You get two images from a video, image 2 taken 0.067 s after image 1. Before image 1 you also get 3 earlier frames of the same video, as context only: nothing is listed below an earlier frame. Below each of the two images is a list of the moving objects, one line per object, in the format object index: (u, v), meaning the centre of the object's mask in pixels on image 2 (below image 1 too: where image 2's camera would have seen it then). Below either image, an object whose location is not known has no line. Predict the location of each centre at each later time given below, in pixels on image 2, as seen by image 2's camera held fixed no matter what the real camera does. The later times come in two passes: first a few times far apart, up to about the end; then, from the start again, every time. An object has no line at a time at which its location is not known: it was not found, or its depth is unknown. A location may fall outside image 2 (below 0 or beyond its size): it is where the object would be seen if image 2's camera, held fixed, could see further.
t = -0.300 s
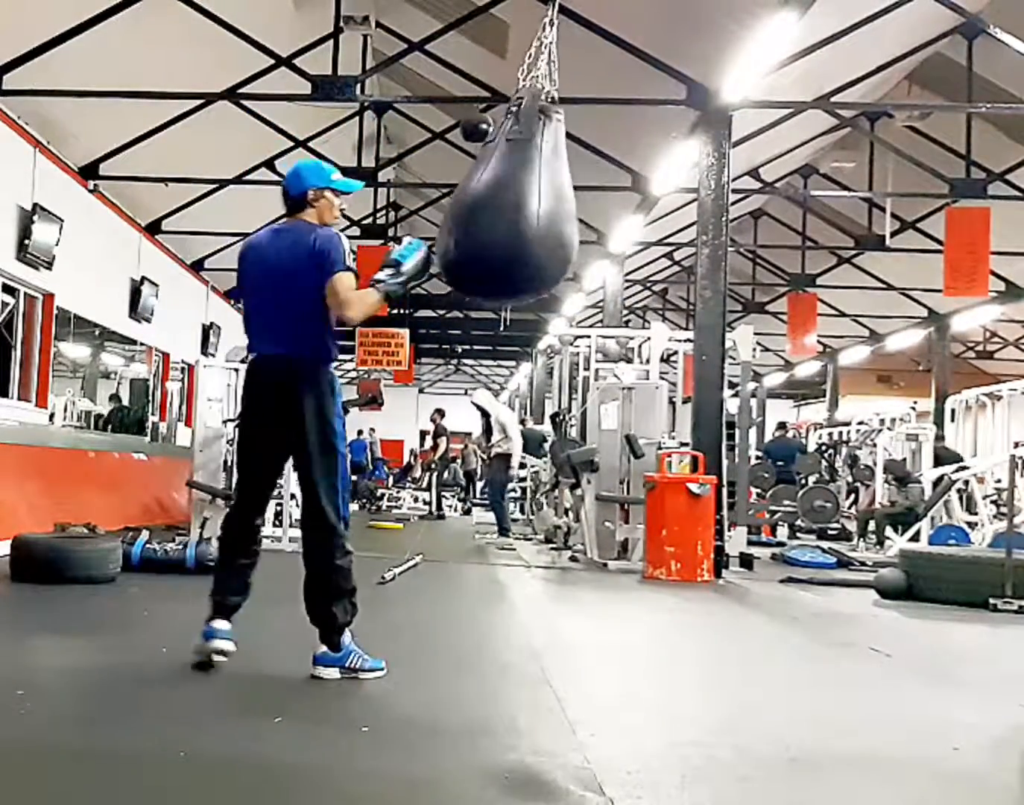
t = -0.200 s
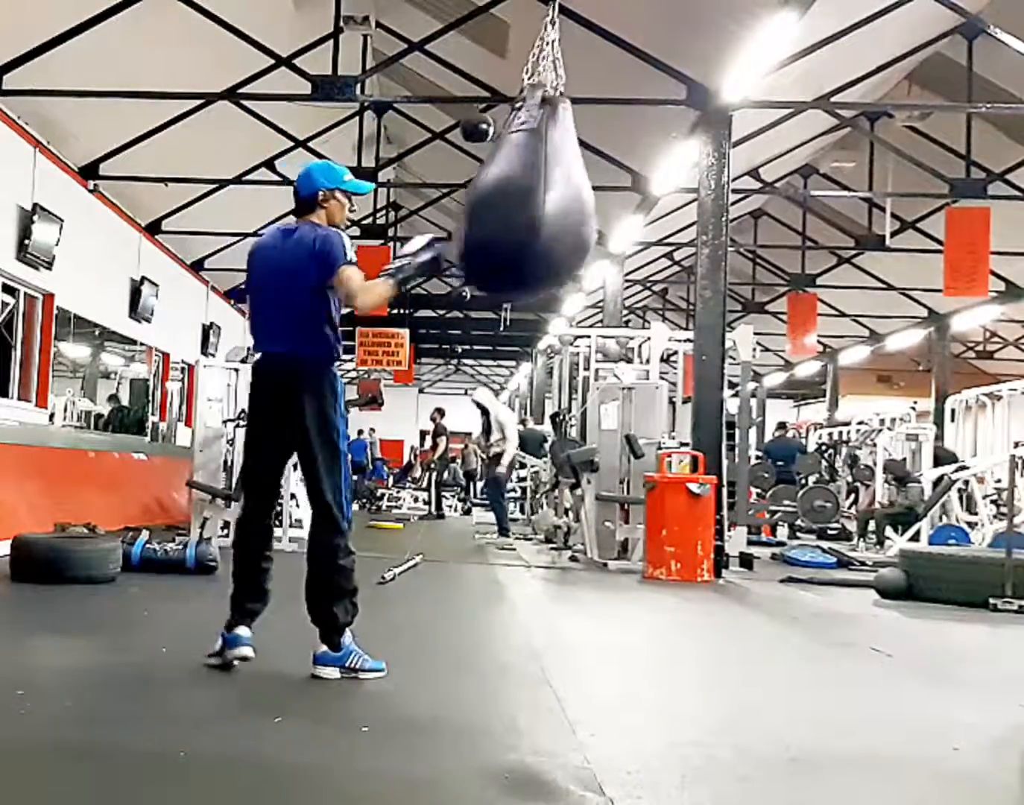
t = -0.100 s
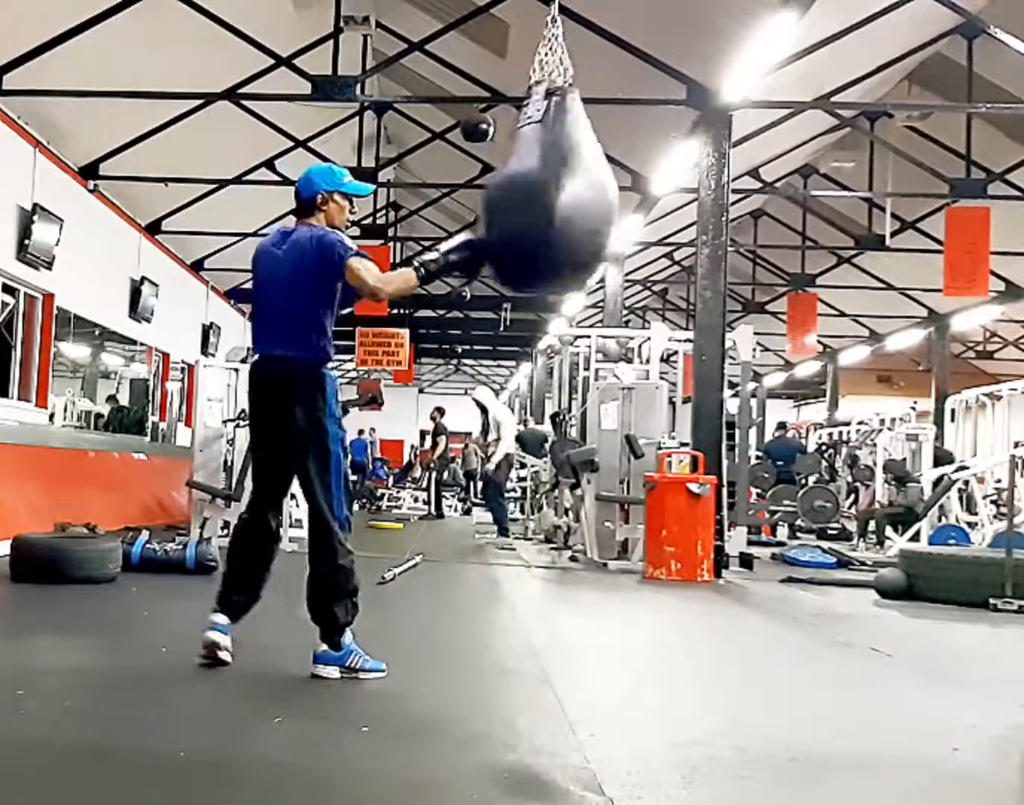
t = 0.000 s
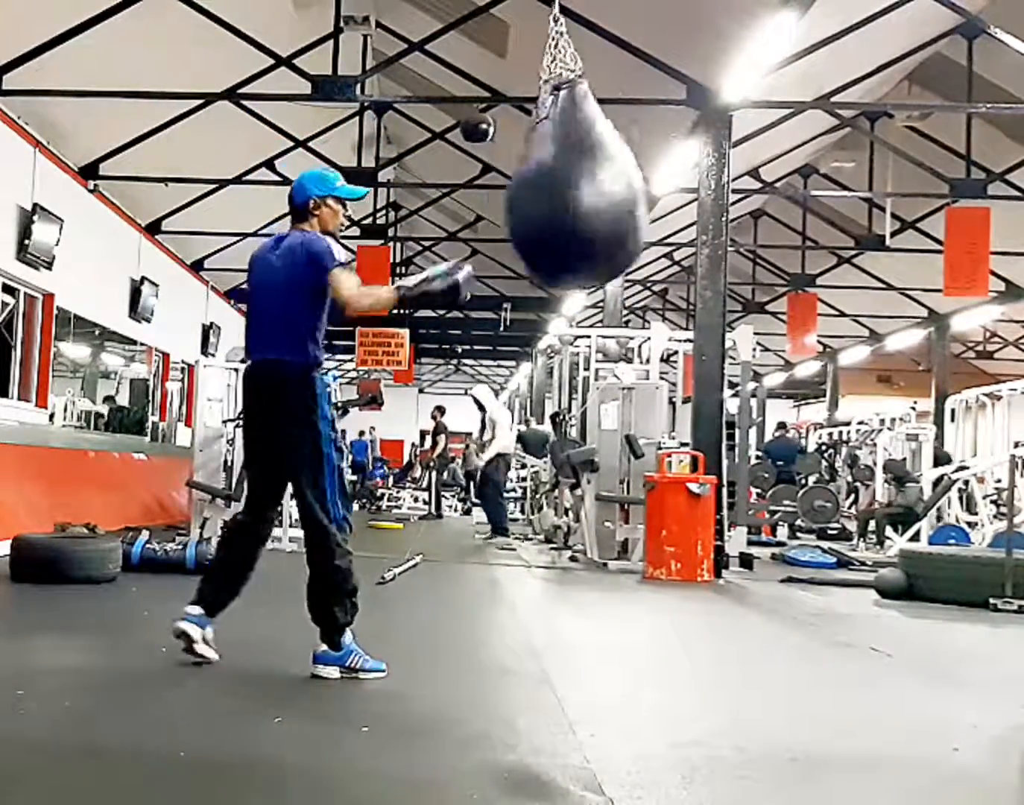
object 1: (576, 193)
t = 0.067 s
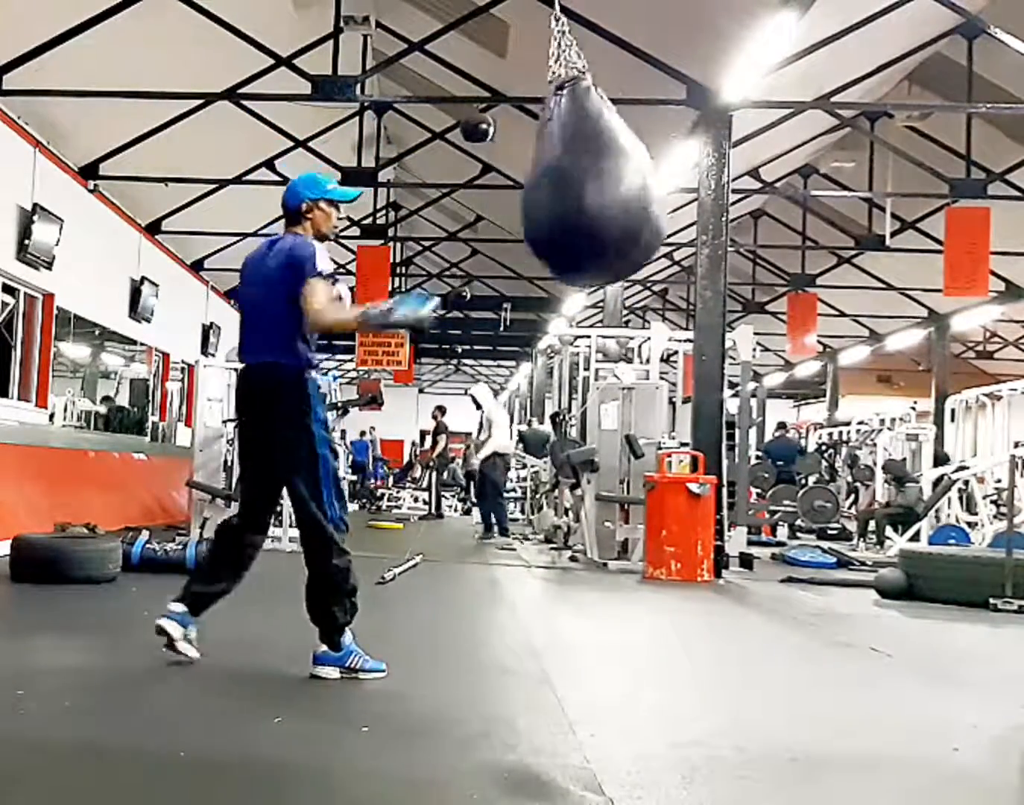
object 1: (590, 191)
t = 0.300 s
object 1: (620, 191)
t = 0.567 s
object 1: (597, 206)
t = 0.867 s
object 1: (530, 213)
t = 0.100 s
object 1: (597, 189)
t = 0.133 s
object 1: (603, 189)
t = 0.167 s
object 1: (609, 188)
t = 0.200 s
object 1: (613, 188)
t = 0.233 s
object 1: (616, 191)
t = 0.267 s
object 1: (619, 190)
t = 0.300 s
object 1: (620, 191)
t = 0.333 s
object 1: (620, 193)
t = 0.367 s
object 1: (619, 194)
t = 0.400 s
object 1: (618, 197)
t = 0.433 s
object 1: (616, 199)
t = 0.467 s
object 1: (612, 202)
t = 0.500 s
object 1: (608, 204)
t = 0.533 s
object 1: (603, 205)
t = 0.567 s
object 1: (597, 206)
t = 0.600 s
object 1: (591, 209)
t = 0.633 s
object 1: (584, 212)
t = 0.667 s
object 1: (577, 214)
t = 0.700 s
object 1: (569, 215)
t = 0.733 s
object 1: (562, 214)
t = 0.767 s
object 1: (553, 214)
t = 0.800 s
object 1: (546, 214)
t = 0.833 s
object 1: (536, 214)
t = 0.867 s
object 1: (530, 213)
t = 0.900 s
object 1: (523, 214)
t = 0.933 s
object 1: (516, 212)
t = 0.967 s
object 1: (510, 211)
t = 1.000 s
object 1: (504, 210)
